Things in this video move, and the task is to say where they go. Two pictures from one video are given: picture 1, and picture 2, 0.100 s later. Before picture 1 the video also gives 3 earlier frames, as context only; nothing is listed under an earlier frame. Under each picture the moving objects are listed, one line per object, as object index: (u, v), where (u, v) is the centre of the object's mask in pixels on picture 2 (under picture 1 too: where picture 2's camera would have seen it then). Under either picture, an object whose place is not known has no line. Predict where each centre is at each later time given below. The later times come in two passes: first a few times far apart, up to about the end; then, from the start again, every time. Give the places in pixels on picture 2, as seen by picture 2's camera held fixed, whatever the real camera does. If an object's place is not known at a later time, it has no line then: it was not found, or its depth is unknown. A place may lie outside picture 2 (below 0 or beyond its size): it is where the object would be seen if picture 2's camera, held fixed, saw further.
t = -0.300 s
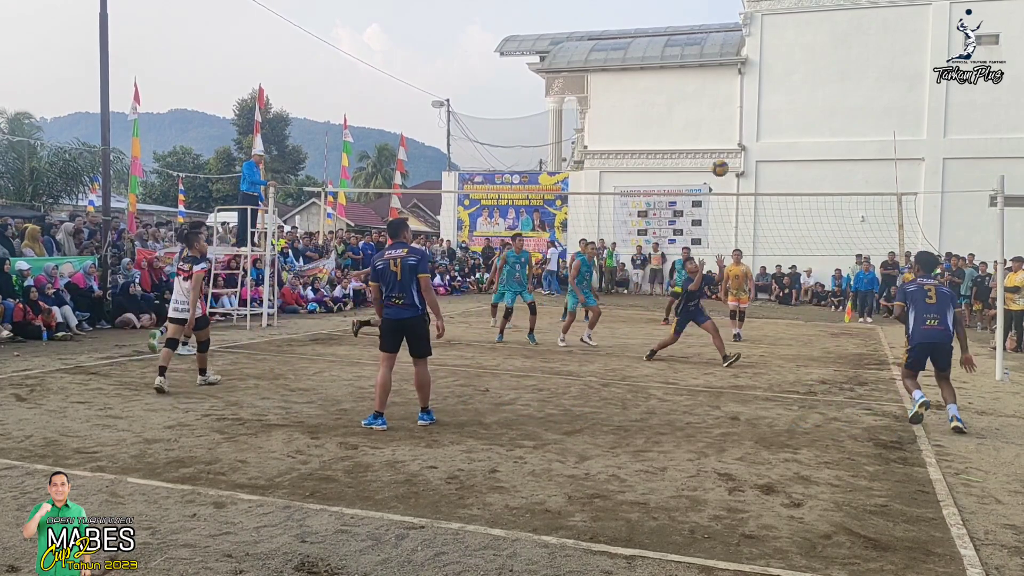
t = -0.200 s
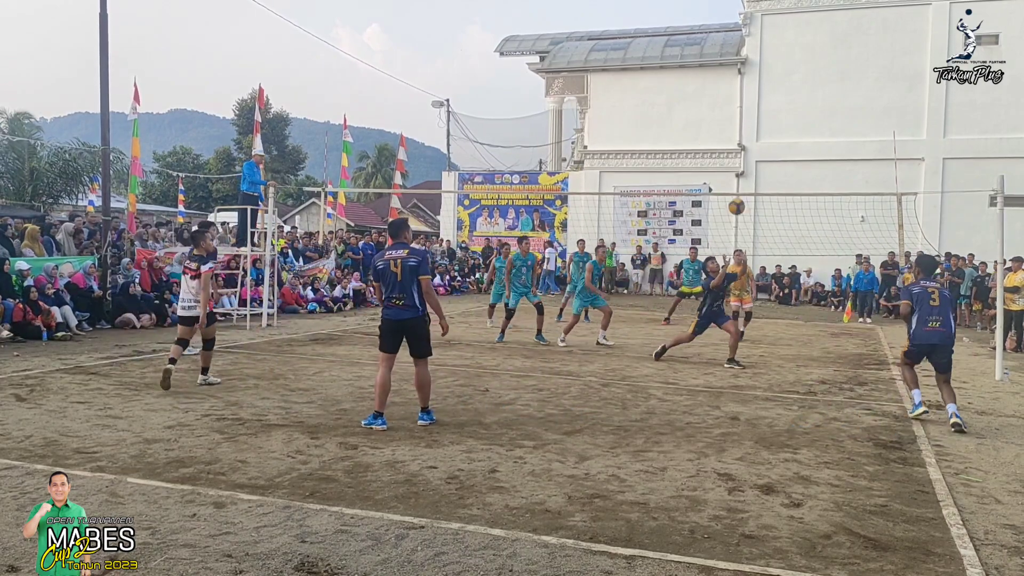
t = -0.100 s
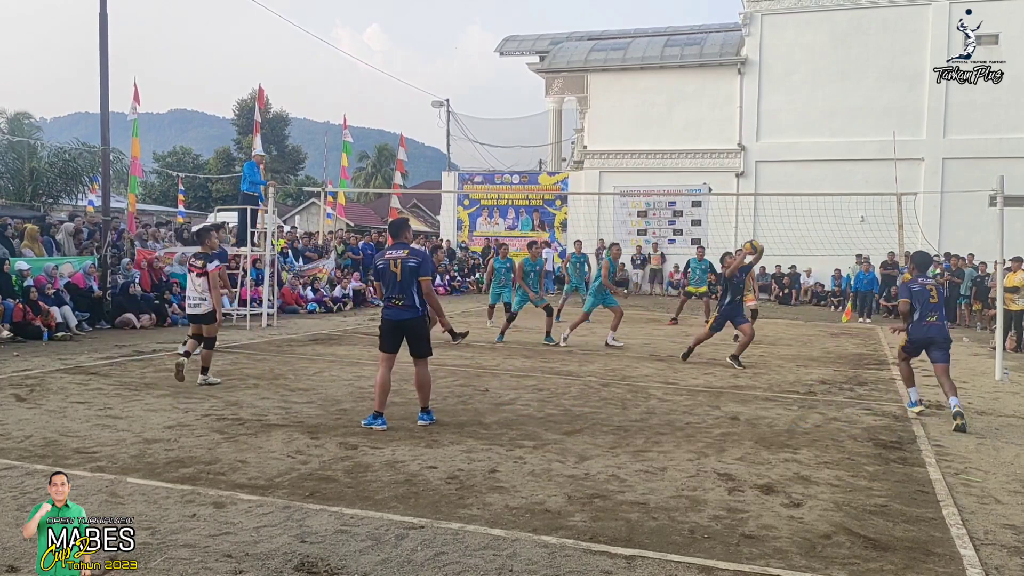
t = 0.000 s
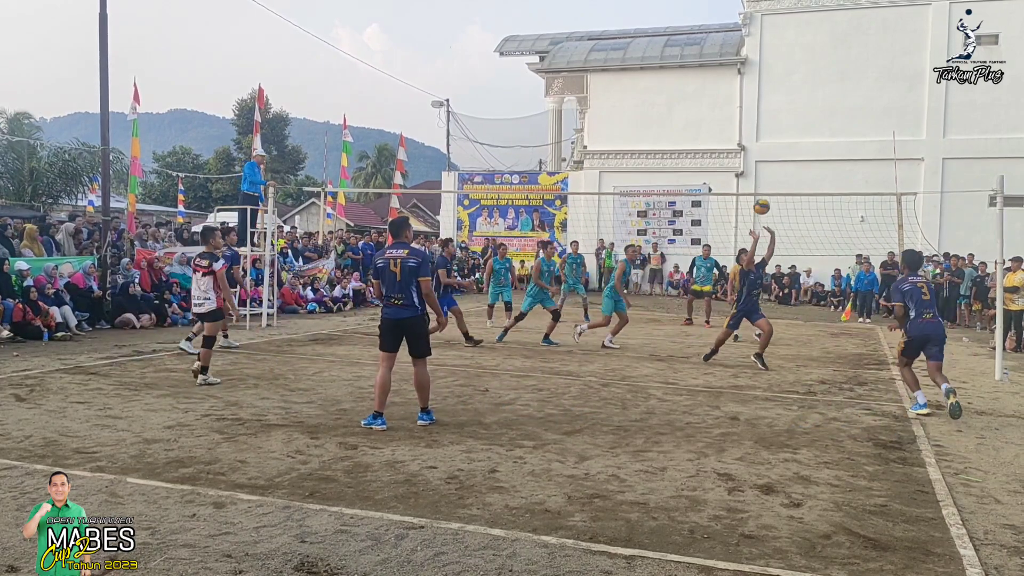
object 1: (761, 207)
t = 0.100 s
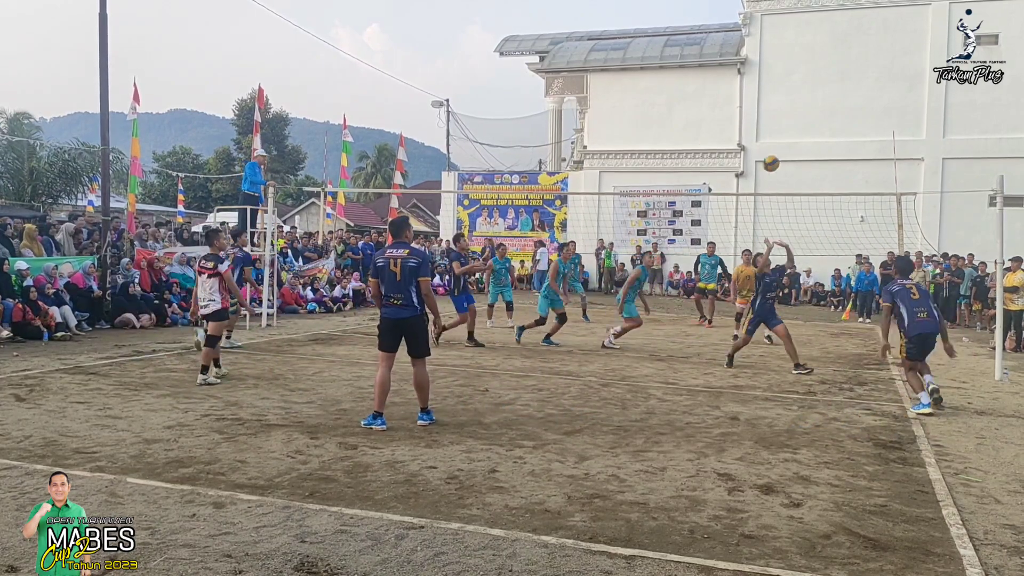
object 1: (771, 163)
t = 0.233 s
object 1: (783, 117)
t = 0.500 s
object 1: (807, 64)
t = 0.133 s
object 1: (774, 151)
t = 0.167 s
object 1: (777, 139)
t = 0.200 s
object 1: (780, 127)
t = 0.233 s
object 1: (783, 117)
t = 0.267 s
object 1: (786, 107)
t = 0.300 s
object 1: (789, 99)
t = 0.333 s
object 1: (792, 91)
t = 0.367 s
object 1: (796, 84)
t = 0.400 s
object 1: (798, 77)
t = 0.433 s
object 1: (801, 72)
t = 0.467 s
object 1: (805, 68)
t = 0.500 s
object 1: (807, 64)
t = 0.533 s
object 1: (810, 61)
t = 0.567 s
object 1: (813, 59)
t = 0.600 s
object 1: (816, 58)
